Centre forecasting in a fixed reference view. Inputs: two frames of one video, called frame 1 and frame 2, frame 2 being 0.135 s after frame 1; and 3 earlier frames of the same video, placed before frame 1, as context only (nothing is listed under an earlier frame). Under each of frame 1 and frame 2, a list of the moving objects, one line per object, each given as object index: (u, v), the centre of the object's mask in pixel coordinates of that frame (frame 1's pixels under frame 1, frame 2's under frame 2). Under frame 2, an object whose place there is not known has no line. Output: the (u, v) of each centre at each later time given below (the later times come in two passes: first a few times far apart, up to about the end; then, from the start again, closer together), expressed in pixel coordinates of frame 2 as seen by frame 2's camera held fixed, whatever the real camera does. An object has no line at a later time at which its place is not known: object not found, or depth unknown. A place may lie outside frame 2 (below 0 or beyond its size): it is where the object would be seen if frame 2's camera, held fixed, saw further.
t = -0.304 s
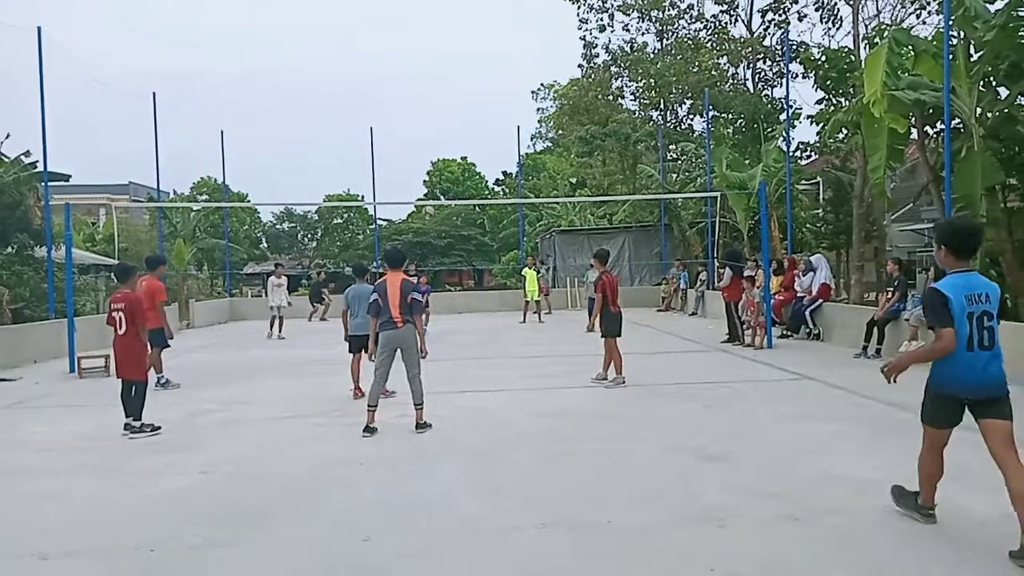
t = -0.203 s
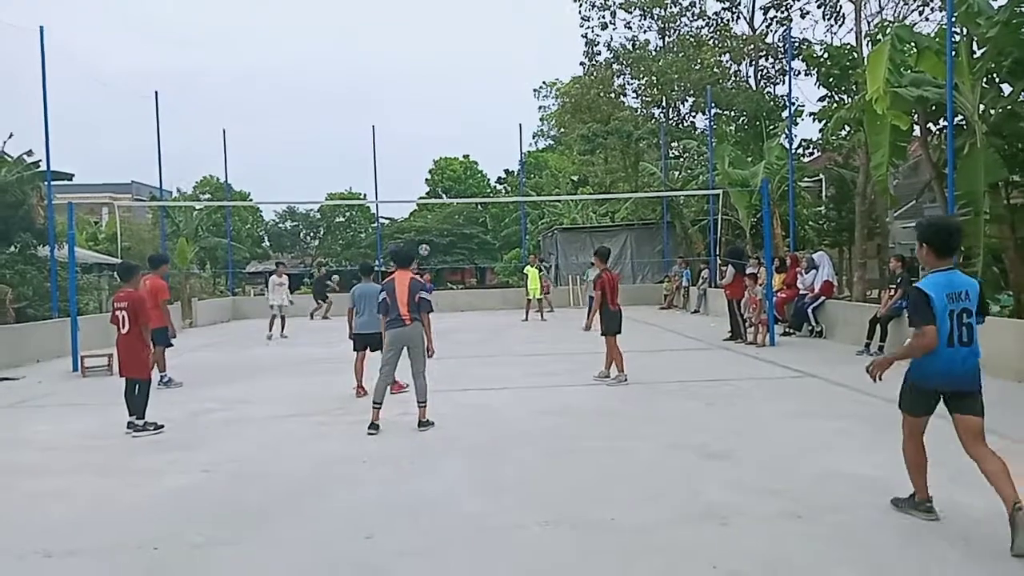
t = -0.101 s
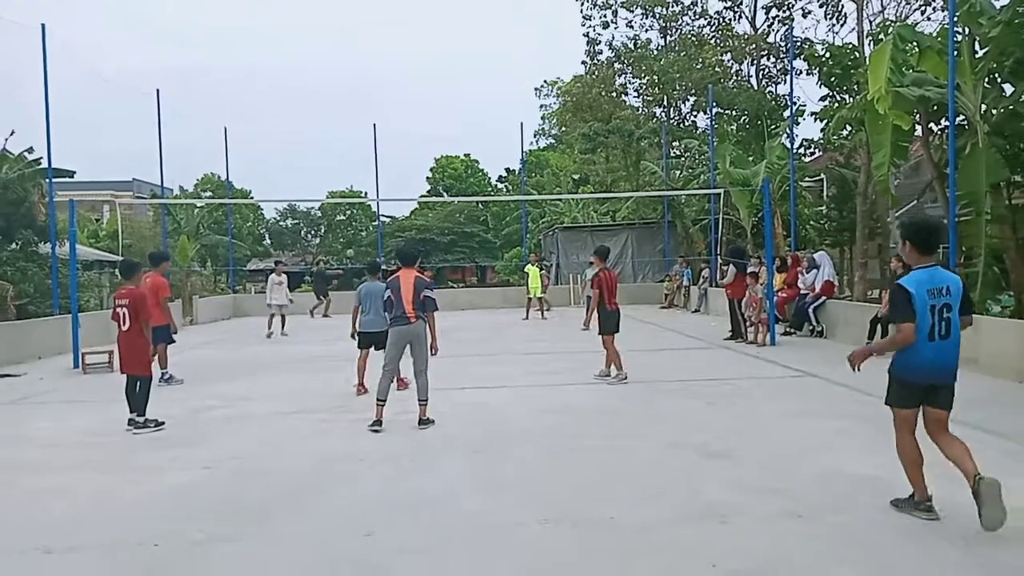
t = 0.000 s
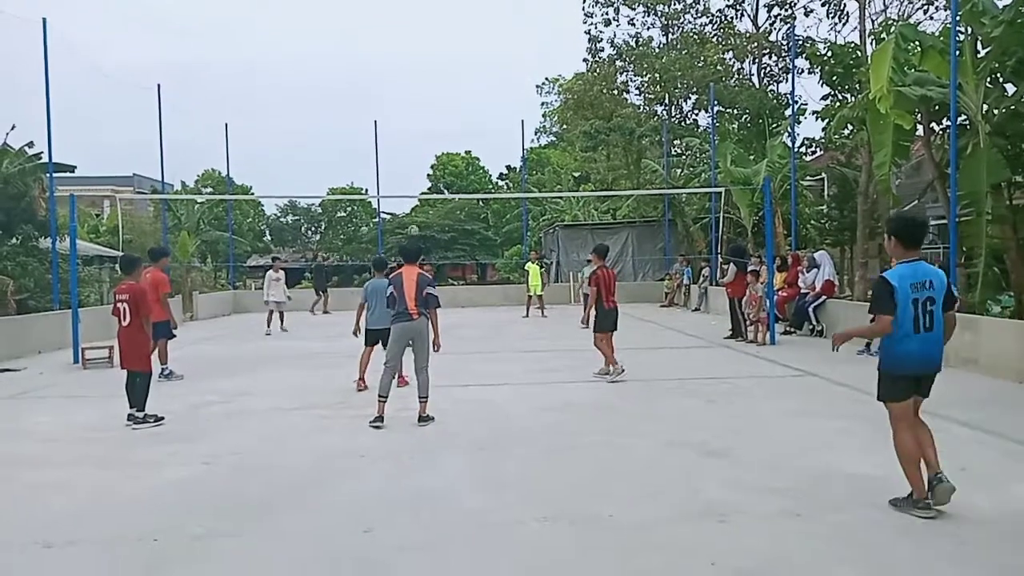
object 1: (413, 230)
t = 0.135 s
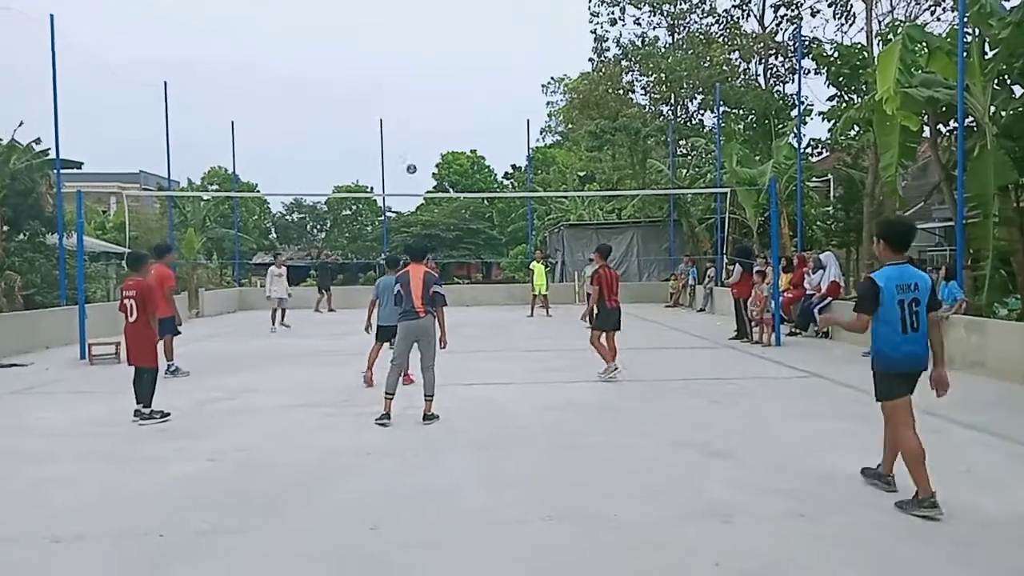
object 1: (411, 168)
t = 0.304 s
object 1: (402, 106)
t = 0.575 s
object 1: (388, 35)
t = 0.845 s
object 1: (374, 1)
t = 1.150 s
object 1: (360, 5)
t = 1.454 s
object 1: (346, 58)
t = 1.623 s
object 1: (340, 106)
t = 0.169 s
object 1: (410, 155)
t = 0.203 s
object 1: (408, 142)
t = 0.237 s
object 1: (406, 129)
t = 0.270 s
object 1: (404, 117)
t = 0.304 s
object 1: (402, 106)
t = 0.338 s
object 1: (401, 95)
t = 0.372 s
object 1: (399, 85)
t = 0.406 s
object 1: (397, 75)
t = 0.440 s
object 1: (395, 66)
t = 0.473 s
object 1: (393, 57)
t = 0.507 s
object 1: (391, 49)
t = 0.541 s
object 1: (390, 42)
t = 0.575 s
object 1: (388, 35)
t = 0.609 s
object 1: (386, 29)
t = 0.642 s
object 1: (384, 23)
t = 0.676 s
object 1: (383, 18)
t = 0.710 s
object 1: (381, 14)
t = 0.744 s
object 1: (379, 9)
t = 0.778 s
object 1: (378, 6)
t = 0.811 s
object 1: (376, 3)
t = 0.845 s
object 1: (374, 1)
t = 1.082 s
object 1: (363, 0)
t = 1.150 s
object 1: (360, 5)
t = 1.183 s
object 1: (358, 9)
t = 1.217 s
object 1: (356, 13)
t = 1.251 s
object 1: (355, 17)
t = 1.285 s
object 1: (353, 22)
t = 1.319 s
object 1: (351, 28)
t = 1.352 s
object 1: (350, 35)
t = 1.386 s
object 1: (348, 42)
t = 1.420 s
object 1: (348, 50)
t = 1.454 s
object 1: (346, 58)
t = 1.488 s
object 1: (345, 67)
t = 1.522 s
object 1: (344, 76)
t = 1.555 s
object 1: (342, 85)
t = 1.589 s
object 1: (341, 95)
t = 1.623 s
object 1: (340, 106)
